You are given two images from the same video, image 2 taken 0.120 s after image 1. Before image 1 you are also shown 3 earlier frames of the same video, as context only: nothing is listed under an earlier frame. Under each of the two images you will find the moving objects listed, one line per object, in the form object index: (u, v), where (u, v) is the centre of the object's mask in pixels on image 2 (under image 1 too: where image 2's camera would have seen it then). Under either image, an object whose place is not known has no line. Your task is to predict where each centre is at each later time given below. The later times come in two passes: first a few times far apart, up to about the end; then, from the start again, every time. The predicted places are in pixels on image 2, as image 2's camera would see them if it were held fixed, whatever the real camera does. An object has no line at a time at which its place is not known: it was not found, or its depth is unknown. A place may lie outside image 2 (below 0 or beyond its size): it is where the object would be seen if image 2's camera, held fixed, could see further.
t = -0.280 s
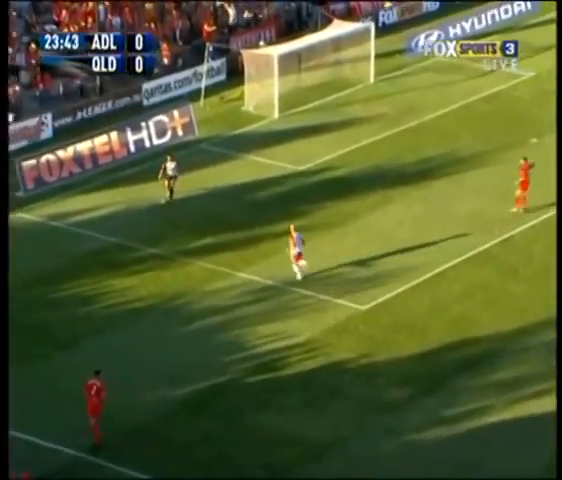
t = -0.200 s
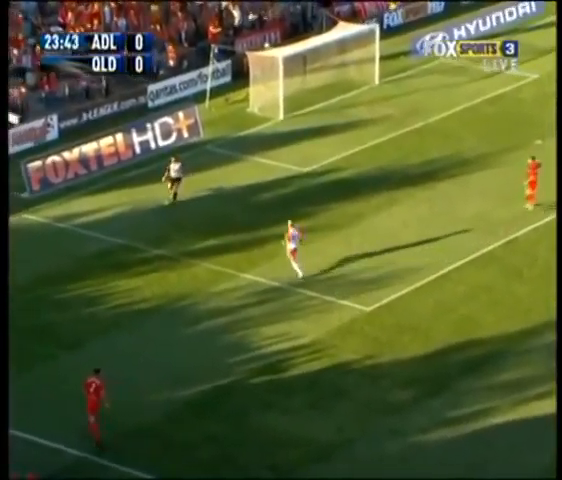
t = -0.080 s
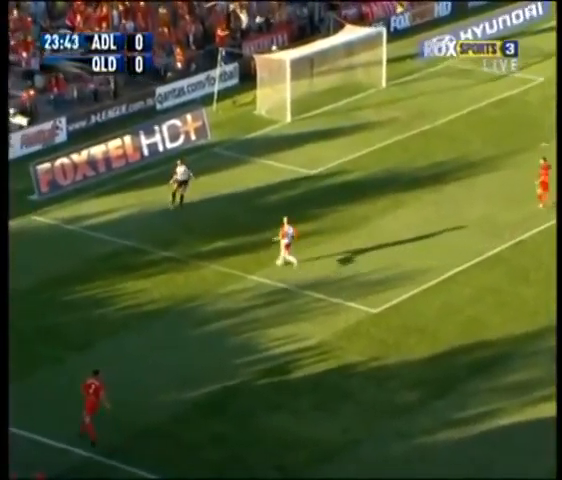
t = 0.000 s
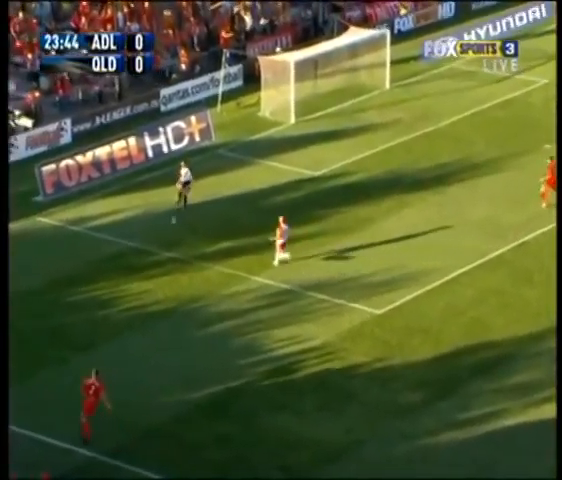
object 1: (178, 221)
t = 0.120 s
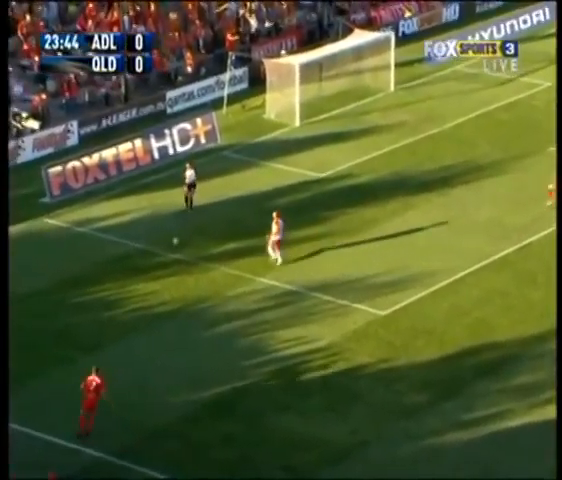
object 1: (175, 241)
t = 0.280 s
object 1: (169, 264)
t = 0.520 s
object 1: (160, 297)
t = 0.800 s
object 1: (152, 329)
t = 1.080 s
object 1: (145, 357)
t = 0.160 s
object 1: (173, 247)
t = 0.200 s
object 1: (172, 253)
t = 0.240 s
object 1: (171, 258)
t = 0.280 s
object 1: (169, 264)
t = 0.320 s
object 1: (167, 269)
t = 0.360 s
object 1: (166, 275)
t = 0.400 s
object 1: (162, 282)
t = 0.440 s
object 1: (163, 287)
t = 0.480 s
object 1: (162, 292)
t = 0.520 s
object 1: (160, 297)
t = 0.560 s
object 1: (159, 302)
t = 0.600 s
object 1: (157, 307)
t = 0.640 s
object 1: (157, 311)
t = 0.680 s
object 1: (155, 316)
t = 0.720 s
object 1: (154, 320)
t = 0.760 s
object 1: (153, 323)
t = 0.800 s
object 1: (152, 329)
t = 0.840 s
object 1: (151, 333)
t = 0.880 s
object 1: (149, 336)
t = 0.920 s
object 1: (148, 341)
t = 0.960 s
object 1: (147, 345)
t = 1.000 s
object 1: (146, 349)
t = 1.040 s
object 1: (146, 353)
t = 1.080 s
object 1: (145, 357)
